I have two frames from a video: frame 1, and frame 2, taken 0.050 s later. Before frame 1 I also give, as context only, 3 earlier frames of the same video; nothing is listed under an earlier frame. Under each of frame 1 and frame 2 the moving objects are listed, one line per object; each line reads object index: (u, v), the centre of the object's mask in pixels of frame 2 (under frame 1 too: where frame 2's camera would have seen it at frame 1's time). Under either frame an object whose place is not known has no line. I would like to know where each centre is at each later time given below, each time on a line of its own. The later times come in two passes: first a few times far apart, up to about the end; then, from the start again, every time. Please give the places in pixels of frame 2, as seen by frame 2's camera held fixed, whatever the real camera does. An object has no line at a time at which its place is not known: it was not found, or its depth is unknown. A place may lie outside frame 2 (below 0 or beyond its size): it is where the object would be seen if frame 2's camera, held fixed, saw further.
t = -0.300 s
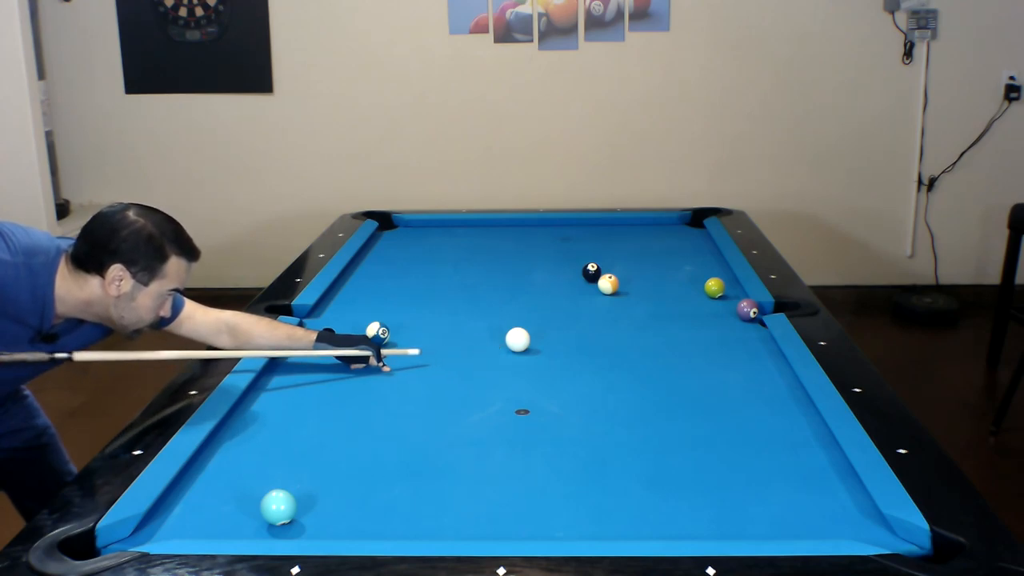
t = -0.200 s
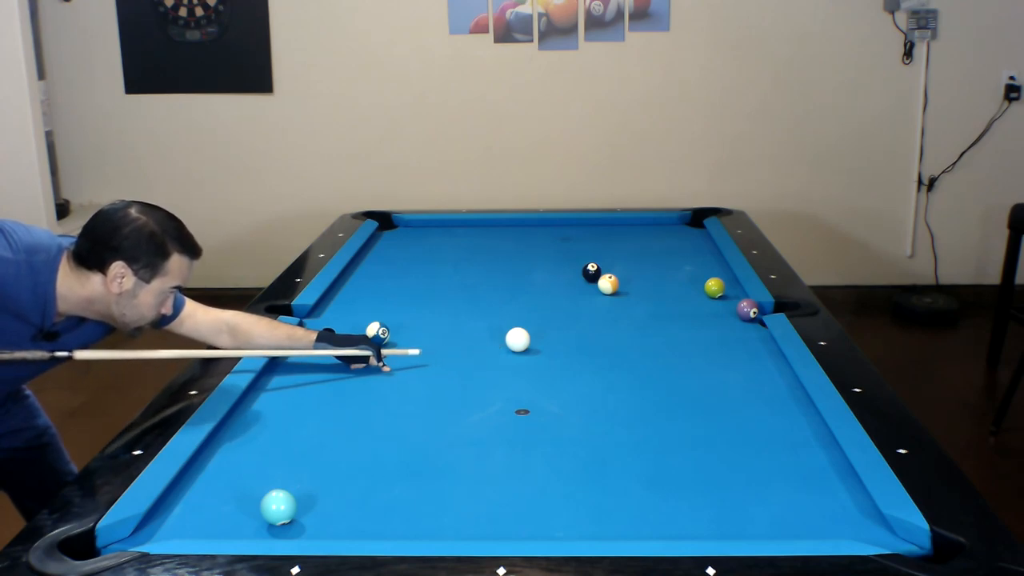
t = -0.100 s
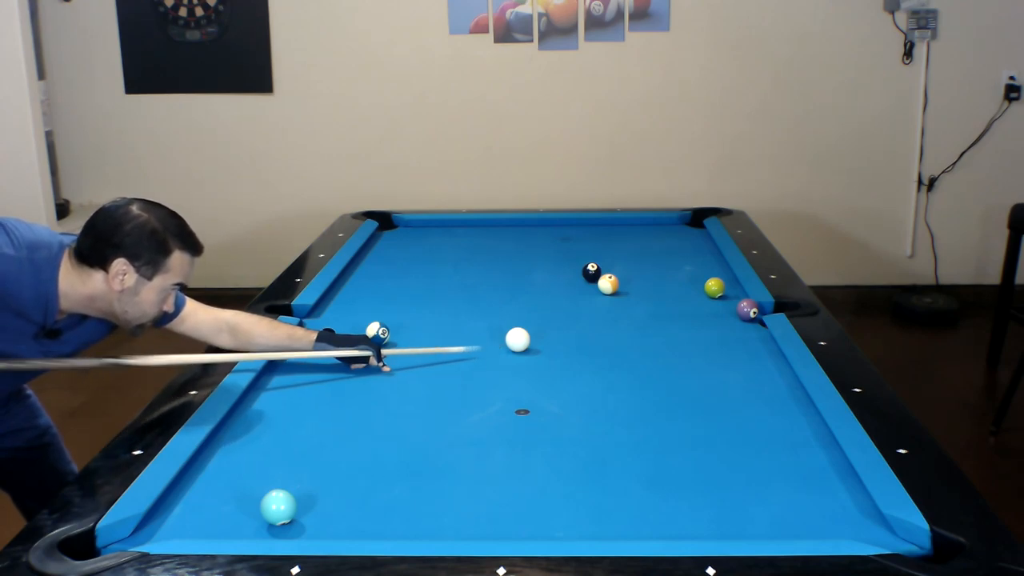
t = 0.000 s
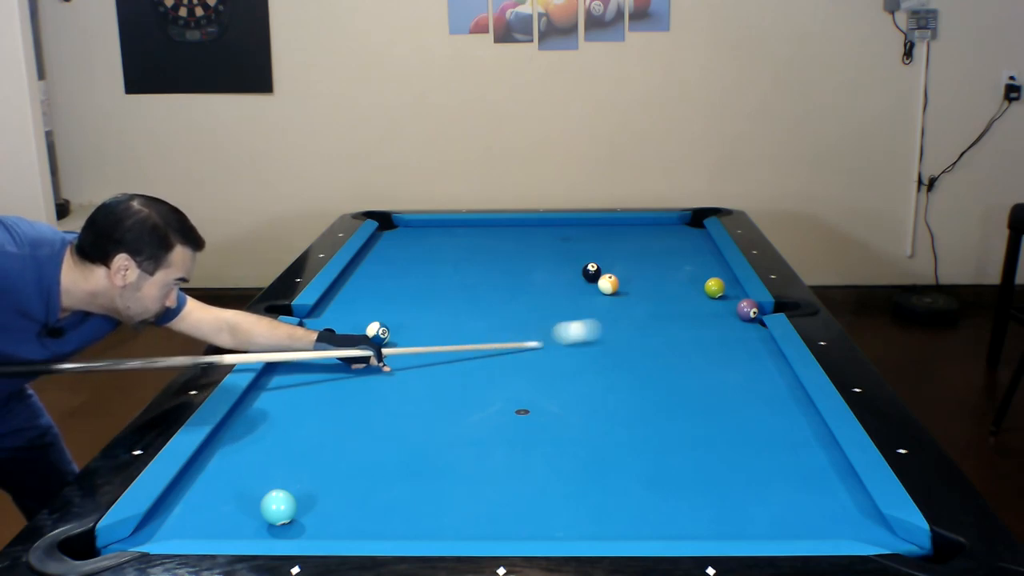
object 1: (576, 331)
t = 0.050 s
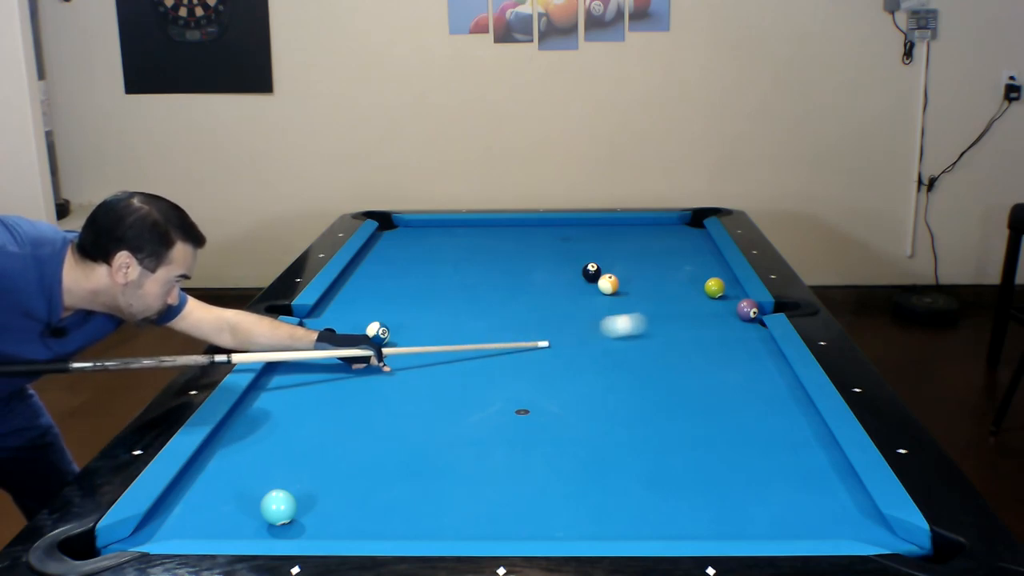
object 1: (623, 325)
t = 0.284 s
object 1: (724, 311)
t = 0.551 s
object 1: (715, 310)
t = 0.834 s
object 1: (708, 309)
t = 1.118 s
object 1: (704, 309)
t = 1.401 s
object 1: (702, 308)
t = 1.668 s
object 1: (702, 308)
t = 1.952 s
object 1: (702, 308)
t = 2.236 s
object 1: (702, 308)
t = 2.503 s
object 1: (702, 308)
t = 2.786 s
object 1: (702, 308)
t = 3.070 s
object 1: (702, 308)
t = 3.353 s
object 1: (702, 308)
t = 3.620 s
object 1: (702, 308)
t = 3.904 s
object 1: (702, 308)
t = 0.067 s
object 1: (637, 323)
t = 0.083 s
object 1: (652, 321)
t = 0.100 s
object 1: (666, 319)
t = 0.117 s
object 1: (679, 318)
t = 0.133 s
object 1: (692, 316)
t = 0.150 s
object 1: (705, 314)
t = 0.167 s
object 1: (716, 313)
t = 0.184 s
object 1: (724, 312)
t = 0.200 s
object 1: (727, 311)
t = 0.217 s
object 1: (726, 311)
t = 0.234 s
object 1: (725, 311)
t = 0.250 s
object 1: (725, 311)
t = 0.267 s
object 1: (724, 311)
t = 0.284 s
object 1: (724, 311)
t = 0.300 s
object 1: (723, 311)
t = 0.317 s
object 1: (722, 311)
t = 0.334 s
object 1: (722, 311)
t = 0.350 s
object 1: (721, 310)
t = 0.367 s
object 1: (721, 310)
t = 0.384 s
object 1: (720, 310)
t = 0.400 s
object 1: (720, 310)
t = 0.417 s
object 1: (719, 310)
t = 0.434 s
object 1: (718, 310)
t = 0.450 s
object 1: (718, 310)
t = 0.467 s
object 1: (717, 310)
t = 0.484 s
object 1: (717, 310)
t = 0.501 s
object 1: (716, 310)
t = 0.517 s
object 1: (716, 310)
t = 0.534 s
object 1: (715, 310)
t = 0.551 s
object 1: (715, 310)
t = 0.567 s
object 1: (715, 310)
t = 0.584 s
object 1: (714, 310)
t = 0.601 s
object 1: (714, 310)
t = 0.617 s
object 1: (713, 309)
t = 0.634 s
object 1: (713, 309)
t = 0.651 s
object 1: (713, 309)
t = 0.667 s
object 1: (712, 309)
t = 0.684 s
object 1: (712, 309)
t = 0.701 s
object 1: (711, 309)
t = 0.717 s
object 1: (711, 309)
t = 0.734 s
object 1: (711, 309)
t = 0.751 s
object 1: (710, 309)
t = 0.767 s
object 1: (710, 309)
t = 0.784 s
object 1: (709, 309)
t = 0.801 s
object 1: (709, 309)
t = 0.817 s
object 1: (709, 309)
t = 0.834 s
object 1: (708, 309)
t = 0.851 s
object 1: (708, 309)
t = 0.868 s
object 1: (708, 309)
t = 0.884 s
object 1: (707, 309)
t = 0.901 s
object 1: (707, 309)
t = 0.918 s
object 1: (707, 309)
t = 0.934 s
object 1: (707, 309)
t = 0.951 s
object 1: (706, 309)
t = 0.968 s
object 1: (706, 309)
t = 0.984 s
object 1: (706, 309)
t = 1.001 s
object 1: (706, 309)
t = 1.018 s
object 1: (705, 309)
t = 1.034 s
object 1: (705, 309)
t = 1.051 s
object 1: (705, 309)
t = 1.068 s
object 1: (705, 309)
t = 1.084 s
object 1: (704, 309)
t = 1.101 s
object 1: (704, 309)
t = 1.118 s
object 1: (704, 309)
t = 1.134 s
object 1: (704, 309)
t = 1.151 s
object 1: (704, 309)
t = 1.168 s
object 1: (703, 309)
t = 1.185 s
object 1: (703, 309)
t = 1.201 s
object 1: (703, 309)
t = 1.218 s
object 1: (703, 308)
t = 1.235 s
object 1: (703, 308)
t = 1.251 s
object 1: (703, 308)
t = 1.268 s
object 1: (703, 308)
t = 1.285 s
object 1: (702, 308)
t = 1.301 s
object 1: (702, 308)
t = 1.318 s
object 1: (702, 308)
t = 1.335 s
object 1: (702, 308)
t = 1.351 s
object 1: (702, 308)
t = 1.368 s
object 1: (702, 308)
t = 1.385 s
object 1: (702, 308)
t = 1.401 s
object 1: (702, 308)
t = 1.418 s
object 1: (702, 308)
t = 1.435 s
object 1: (702, 308)
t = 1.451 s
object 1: (702, 308)
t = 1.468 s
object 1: (702, 308)
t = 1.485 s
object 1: (702, 308)
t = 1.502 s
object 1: (702, 308)
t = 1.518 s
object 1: (702, 308)
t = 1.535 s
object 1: (702, 308)
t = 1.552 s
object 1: (702, 308)
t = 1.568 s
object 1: (702, 308)
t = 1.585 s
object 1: (702, 308)
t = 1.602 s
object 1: (702, 308)
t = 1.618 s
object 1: (702, 308)
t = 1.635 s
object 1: (702, 308)
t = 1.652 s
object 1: (702, 308)
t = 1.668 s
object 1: (702, 308)
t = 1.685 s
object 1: (702, 308)
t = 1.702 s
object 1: (702, 308)
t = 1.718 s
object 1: (702, 308)
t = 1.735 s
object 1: (702, 308)
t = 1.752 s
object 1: (702, 308)
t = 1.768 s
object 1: (702, 308)
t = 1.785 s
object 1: (702, 308)
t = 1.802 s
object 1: (702, 308)
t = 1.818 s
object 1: (702, 308)
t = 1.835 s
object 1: (702, 308)
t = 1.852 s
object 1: (702, 308)
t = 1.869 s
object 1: (702, 308)
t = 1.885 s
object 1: (702, 308)
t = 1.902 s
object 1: (702, 308)
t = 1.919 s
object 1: (702, 308)
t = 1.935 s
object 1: (702, 308)
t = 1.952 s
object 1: (702, 308)
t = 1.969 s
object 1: (702, 308)
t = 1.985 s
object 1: (702, 308)
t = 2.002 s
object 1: (702, 308)
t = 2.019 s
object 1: (702, 308)
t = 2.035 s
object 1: (702, 308)
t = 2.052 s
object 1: (702, 308)
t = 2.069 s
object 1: (702, 308)
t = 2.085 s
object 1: (702, 308)
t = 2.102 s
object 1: (702, 308)
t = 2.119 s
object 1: (702, 308)
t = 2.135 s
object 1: (702, 308)
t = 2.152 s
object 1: (702, 308)
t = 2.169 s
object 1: (702, 308)
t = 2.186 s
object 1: (702, 308)
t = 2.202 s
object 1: (702, 308)
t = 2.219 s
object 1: (702, 308)
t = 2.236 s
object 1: (702, 308)
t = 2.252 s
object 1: (702, 308)
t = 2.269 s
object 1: (702, 308)
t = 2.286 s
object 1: (702, 308)
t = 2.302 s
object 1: (702, 308)
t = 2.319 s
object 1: (702, 308)
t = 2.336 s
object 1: (702, 308)
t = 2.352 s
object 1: (702, 308)
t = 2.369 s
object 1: (702, 308)
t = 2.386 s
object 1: (702, 308)
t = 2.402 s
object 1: (702, 308)
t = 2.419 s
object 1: (702, 308)
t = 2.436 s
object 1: (702, 308)
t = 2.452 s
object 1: (702, 308)
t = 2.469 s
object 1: (702, 308)
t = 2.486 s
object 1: (702, 308)
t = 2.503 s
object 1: (702, 308)
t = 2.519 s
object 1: (702, 308)
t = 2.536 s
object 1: (702, 308)
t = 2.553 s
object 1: (702, 308)
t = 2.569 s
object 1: (702, 308)
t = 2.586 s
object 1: (702, 308)
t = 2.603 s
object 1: (702, 308)
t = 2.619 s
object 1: (702, 308)
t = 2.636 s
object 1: (702, 308)
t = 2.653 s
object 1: (702, 308)
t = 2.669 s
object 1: (702, 308)
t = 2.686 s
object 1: (702, 308)
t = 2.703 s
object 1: (702, 308)
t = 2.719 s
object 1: (702, 308)
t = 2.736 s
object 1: (702, 308)
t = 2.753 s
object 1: (702, 308)
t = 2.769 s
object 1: (702, 308)
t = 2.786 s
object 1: (702, 308)
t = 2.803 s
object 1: (702, 308)
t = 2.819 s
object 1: (702, 308)
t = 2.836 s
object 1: (702, 308)
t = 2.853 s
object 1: (702, 308)
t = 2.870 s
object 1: (702, 308)
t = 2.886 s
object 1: (702, 308)
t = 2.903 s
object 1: (702, 308)
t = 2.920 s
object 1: (702, 308)
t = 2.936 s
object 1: (702, 308)
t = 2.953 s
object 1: (702, 308)
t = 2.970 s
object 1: (702, 308)
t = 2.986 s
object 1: (702, 308)
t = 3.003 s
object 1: (702, 308)
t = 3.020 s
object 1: (702, 308)
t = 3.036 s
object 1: (702, 308)
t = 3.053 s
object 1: (702, 308)
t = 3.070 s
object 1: (702, 308)
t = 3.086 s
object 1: (702, 308)
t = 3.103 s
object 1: (702, 308)
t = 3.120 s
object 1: (702, 308)
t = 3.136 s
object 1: (702, 308)
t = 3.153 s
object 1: (702, 308)
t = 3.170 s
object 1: (702, 308)
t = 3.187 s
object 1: (702, 308)
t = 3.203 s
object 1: (702, 308)
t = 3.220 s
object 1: (702, 308)
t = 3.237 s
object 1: (702, 308)
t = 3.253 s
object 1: (702, 308)
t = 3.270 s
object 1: (702, 308)
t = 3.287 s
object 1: (702, 308)
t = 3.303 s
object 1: (702, 308)
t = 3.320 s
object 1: (702, 308)
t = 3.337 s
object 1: (702, 308)
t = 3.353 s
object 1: (702, 308)
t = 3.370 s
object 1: (702, 308)
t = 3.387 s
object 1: (702, 308)
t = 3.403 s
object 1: (702, 308)
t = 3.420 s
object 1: (702, 308)
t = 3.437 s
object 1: (702, 308)
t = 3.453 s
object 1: (702, 308)
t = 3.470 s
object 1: (702, 308)
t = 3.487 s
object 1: (702, 308)
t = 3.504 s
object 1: (702, 308)
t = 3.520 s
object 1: (702, 308)
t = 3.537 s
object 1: (702, 308)
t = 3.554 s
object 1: (702, 308)
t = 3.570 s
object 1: (702, 308)
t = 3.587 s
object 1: (702, 308)
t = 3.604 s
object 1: (702, 308)
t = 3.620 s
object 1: (702, 308)
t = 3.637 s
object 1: (702, 308)
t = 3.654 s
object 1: (702, 308)
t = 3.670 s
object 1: (702, 308)
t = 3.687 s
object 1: (702, 308)
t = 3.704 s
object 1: (702, 308)
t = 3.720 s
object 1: (702, 308)
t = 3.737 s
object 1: (702, 308)
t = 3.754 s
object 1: (702, 308)
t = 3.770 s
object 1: (702, 308)
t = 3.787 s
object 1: (702, 308)
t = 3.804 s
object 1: (702, 308)
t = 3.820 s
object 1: (702, 308)
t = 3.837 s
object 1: (702, 308)
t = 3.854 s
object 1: (702, 308)
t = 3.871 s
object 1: (702, 308)
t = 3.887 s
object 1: (702, 308)
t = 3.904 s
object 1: (702, 308)
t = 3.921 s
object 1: (702, 308)
